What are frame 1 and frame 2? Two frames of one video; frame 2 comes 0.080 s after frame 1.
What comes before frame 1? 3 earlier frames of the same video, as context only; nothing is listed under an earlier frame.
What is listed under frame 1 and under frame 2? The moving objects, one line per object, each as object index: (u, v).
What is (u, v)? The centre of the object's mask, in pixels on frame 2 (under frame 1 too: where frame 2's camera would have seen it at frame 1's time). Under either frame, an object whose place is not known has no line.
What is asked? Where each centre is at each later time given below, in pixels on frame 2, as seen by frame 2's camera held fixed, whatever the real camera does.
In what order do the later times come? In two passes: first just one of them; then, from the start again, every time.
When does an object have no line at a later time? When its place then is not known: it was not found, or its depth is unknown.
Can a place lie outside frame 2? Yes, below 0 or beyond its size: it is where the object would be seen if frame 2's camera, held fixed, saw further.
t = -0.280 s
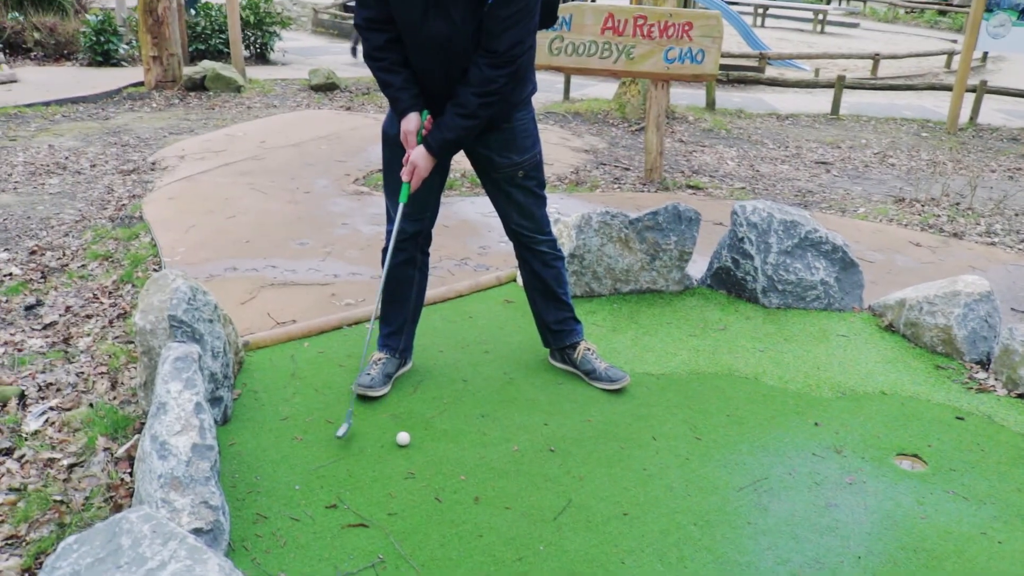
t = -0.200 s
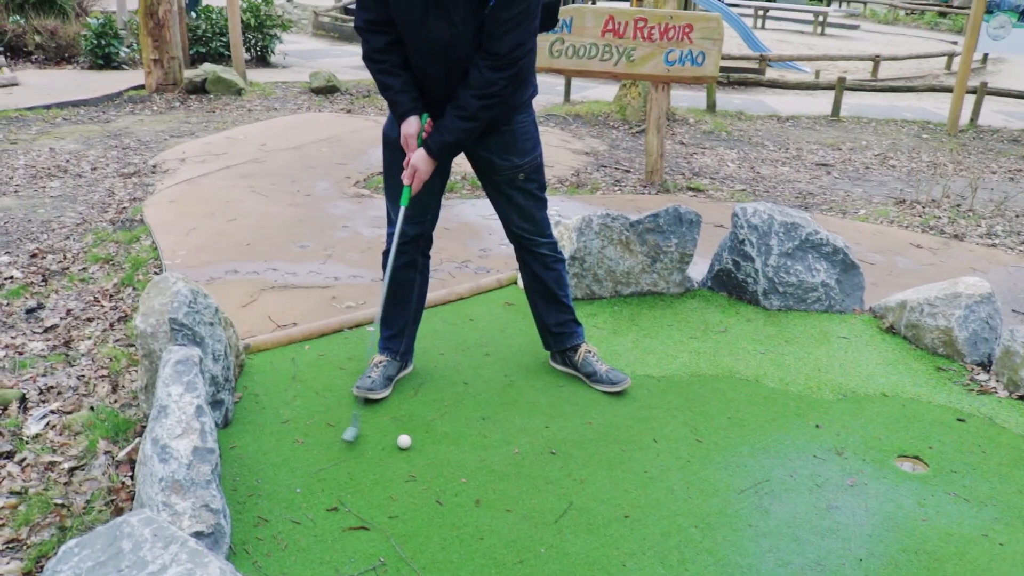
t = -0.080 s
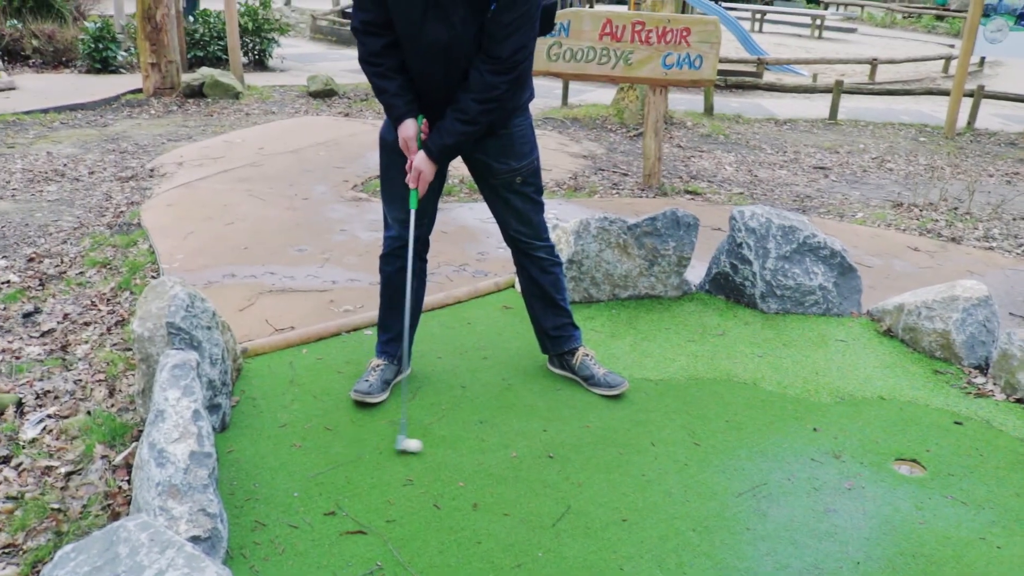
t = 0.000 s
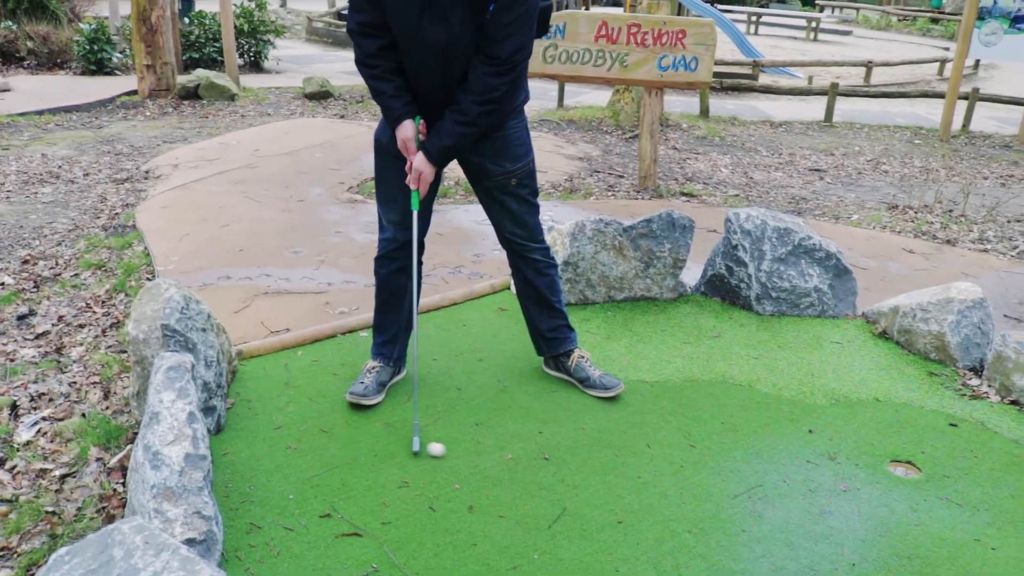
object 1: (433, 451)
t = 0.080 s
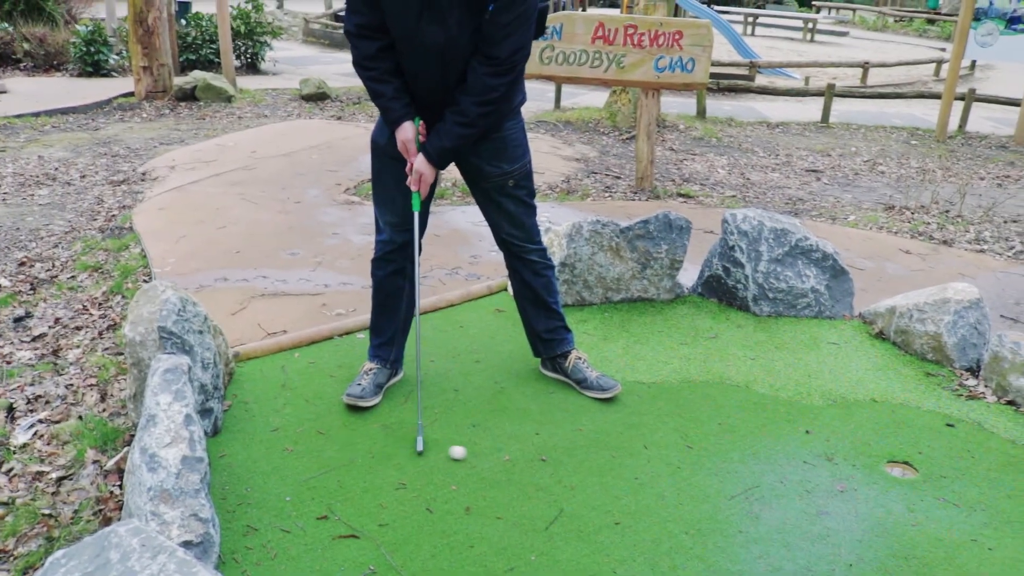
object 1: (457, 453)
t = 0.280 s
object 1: (513, 456)
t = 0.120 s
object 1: (469, 453)
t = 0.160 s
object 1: (480, 454)
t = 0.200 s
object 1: (491, 455)
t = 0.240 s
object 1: (503, 455)
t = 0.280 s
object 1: (513, 456)
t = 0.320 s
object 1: (524, 456)
